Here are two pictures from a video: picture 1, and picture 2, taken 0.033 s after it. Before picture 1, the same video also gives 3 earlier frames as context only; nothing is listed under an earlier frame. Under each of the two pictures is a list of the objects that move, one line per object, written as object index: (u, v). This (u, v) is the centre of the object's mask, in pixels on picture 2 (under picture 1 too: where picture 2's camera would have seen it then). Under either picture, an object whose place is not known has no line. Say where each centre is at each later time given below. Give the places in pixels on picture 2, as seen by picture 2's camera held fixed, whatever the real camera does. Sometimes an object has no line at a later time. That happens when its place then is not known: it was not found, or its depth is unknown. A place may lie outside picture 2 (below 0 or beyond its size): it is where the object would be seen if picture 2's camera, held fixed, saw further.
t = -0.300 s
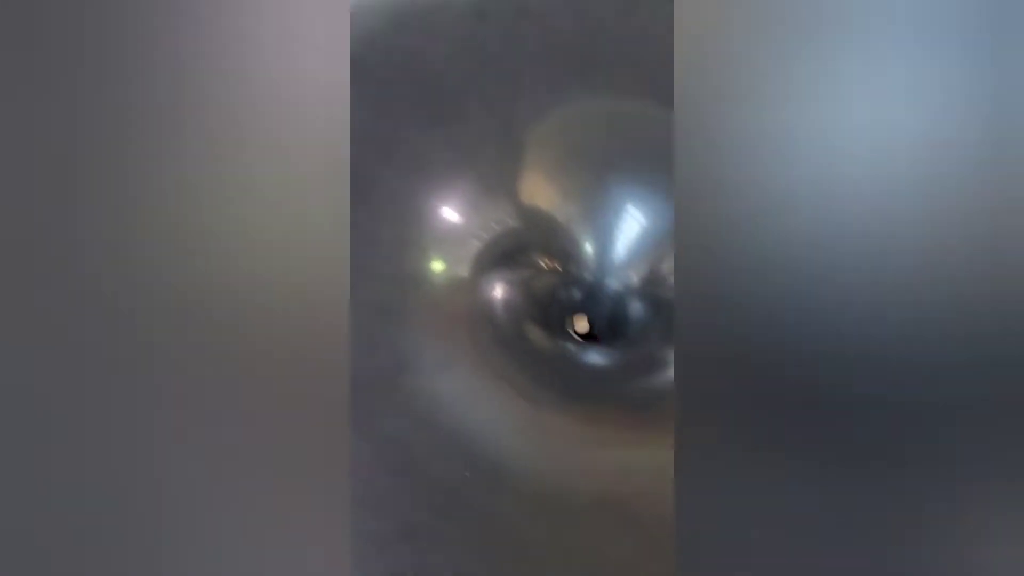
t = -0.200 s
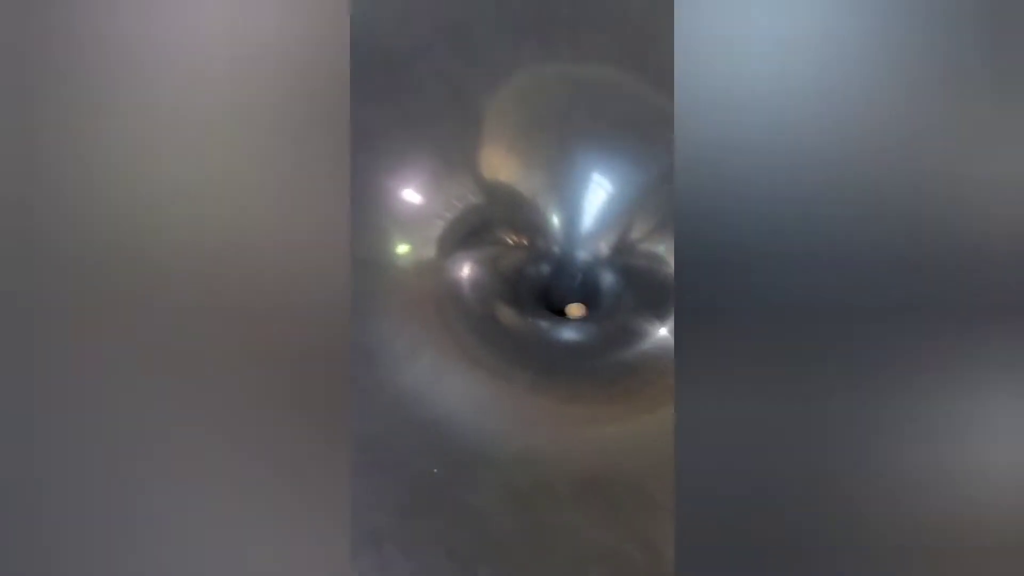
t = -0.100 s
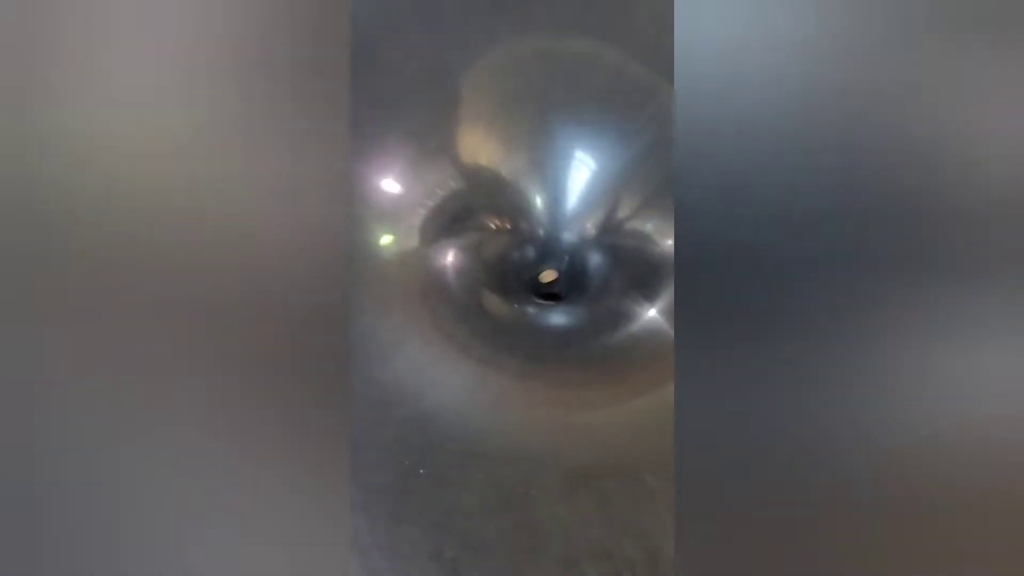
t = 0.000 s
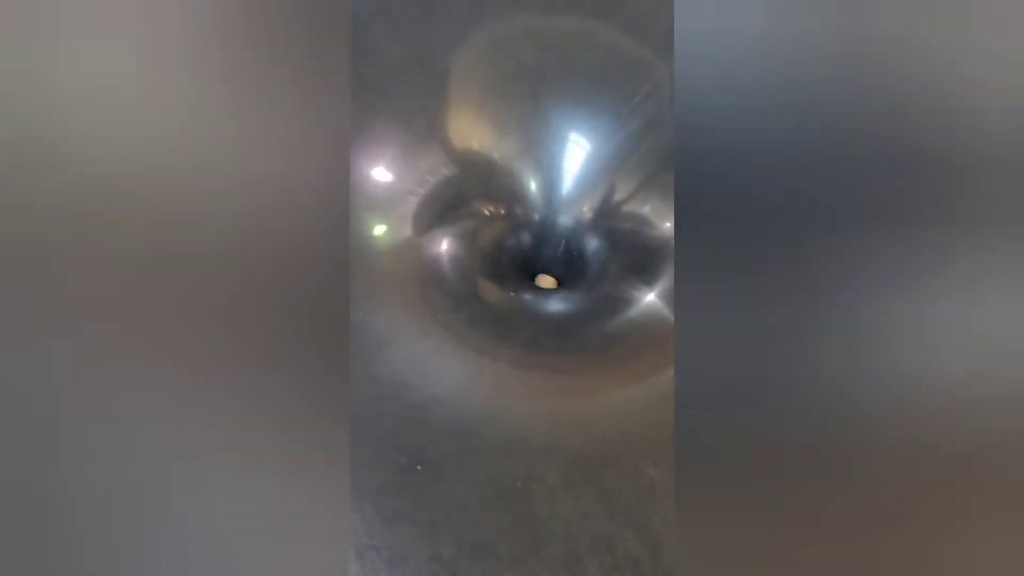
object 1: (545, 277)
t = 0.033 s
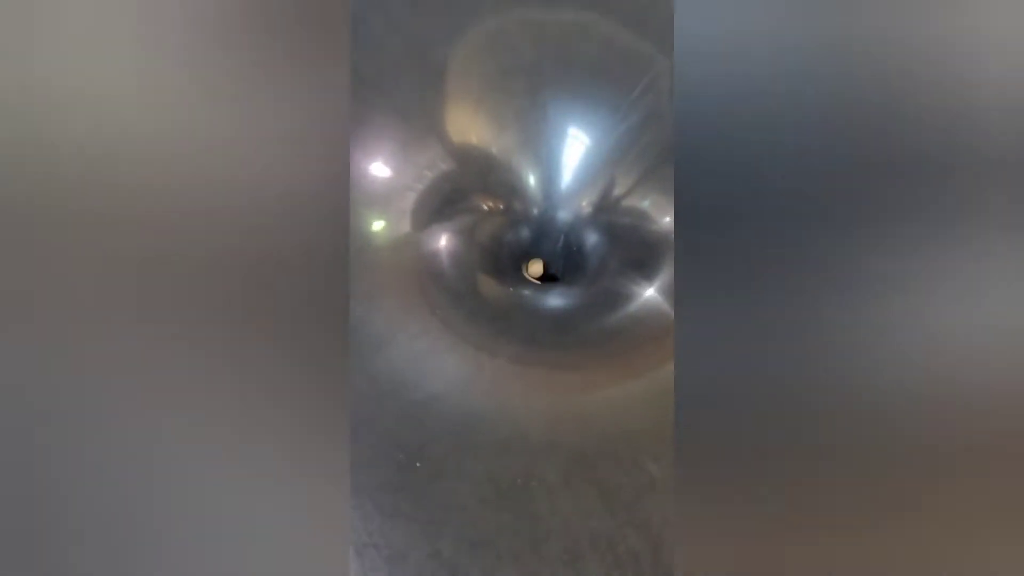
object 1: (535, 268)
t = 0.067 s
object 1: (544, 258)
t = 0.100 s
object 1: (559, 262)
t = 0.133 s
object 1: (558, 275)
